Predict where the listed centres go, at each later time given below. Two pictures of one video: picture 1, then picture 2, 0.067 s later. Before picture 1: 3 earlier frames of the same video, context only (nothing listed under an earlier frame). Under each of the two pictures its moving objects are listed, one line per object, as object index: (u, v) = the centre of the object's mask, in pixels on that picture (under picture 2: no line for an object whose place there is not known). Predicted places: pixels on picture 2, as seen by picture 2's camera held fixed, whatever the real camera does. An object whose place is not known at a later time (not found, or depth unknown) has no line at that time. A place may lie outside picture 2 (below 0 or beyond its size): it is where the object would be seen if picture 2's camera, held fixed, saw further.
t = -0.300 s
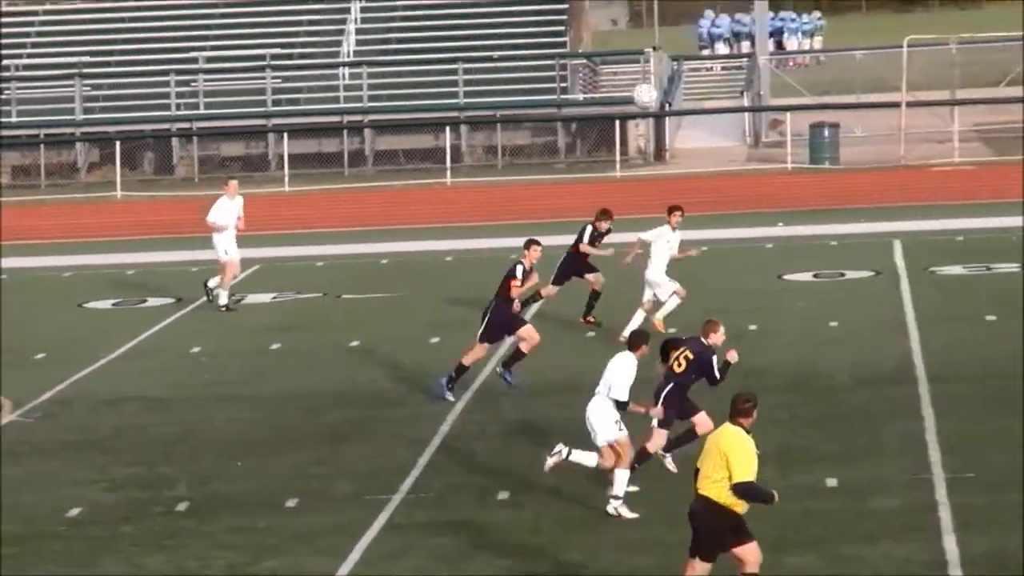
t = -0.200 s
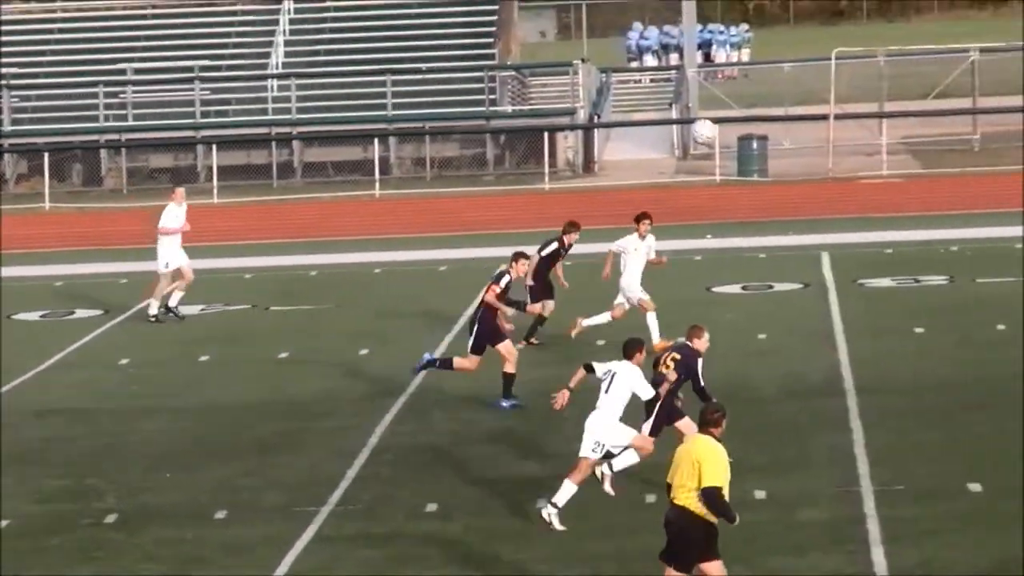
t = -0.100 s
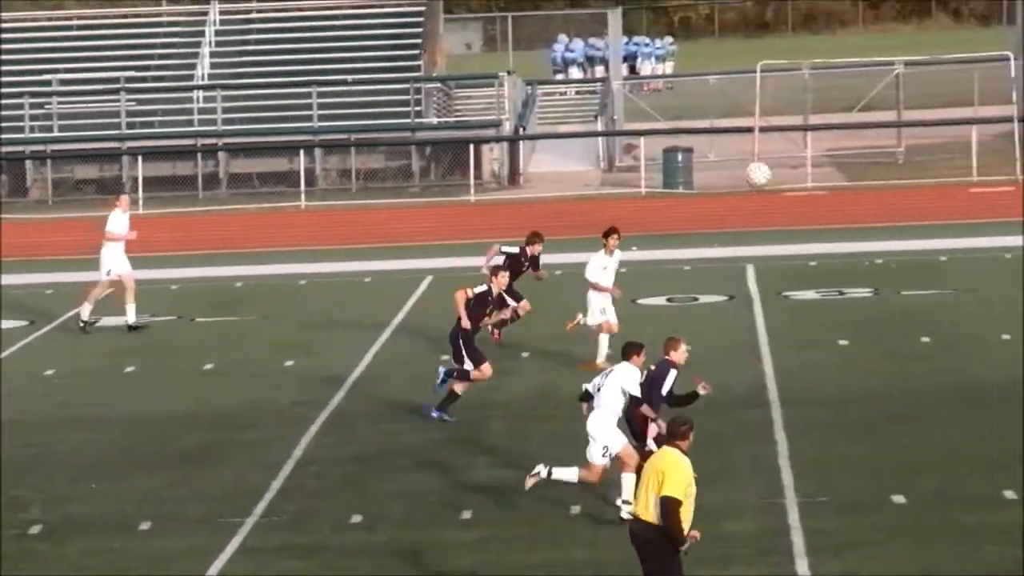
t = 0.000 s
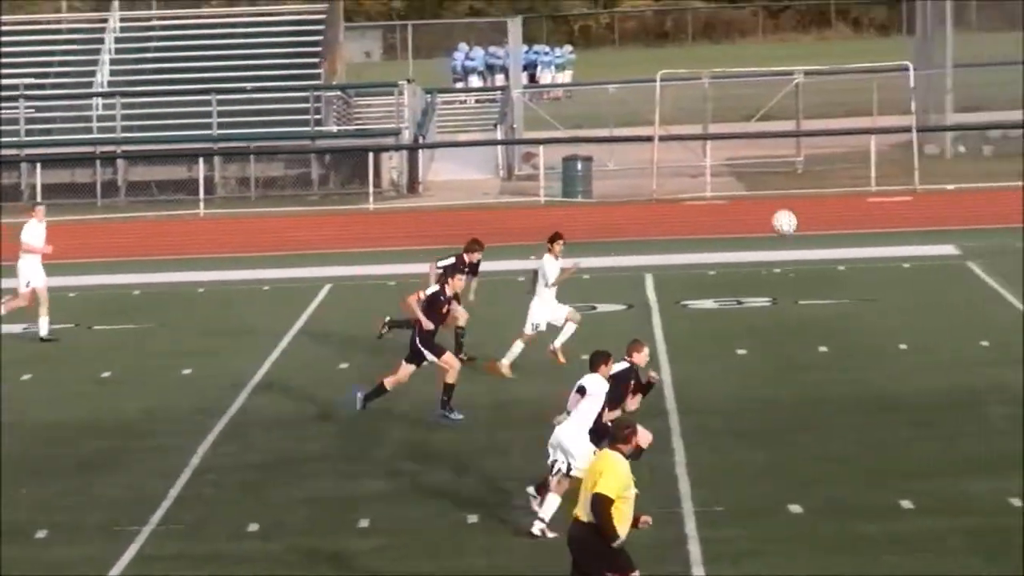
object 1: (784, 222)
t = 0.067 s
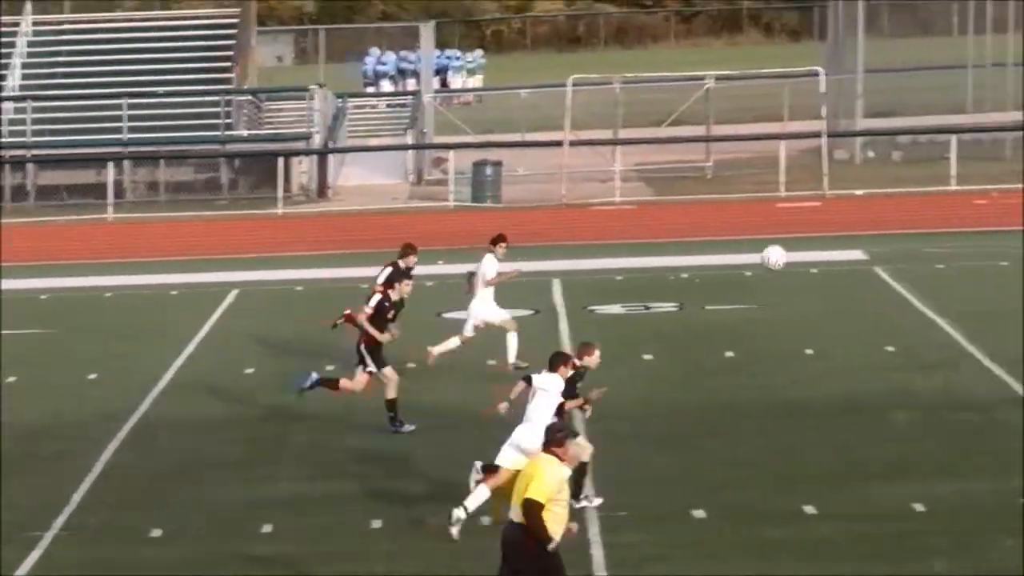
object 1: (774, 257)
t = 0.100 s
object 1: (815, 274)
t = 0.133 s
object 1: (858, 292)
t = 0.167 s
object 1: (899, 309)
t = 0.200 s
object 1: (940, 329)
